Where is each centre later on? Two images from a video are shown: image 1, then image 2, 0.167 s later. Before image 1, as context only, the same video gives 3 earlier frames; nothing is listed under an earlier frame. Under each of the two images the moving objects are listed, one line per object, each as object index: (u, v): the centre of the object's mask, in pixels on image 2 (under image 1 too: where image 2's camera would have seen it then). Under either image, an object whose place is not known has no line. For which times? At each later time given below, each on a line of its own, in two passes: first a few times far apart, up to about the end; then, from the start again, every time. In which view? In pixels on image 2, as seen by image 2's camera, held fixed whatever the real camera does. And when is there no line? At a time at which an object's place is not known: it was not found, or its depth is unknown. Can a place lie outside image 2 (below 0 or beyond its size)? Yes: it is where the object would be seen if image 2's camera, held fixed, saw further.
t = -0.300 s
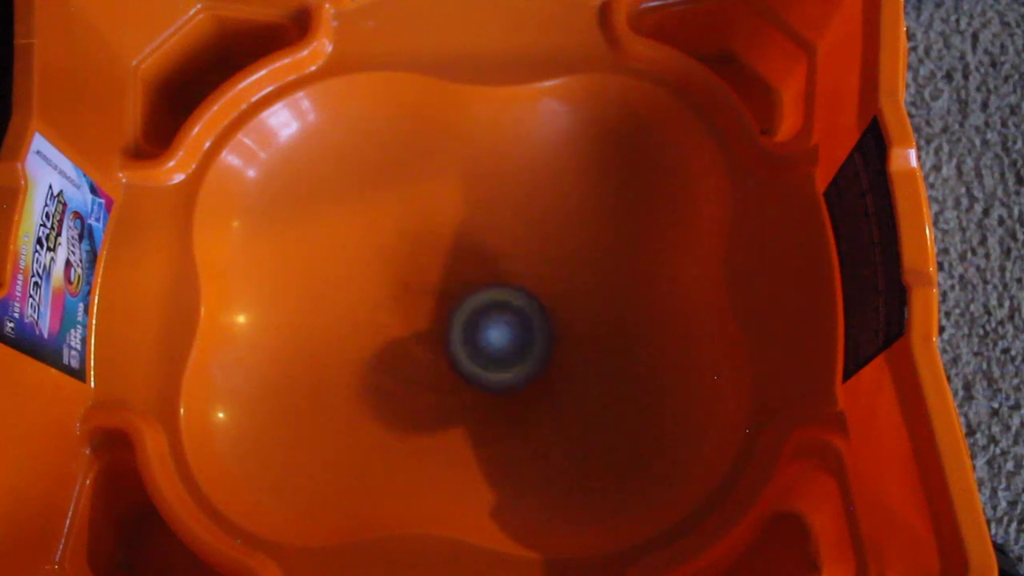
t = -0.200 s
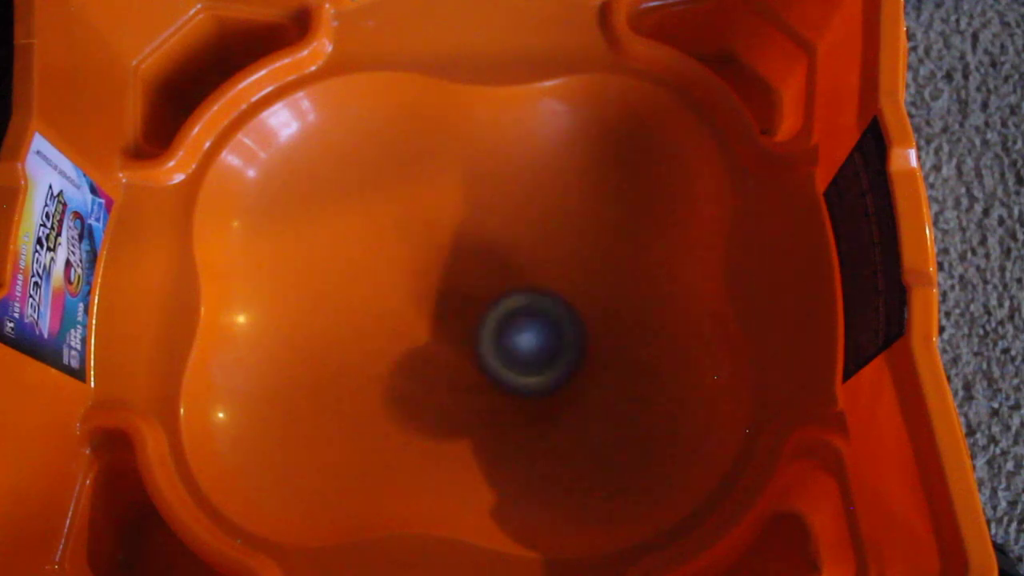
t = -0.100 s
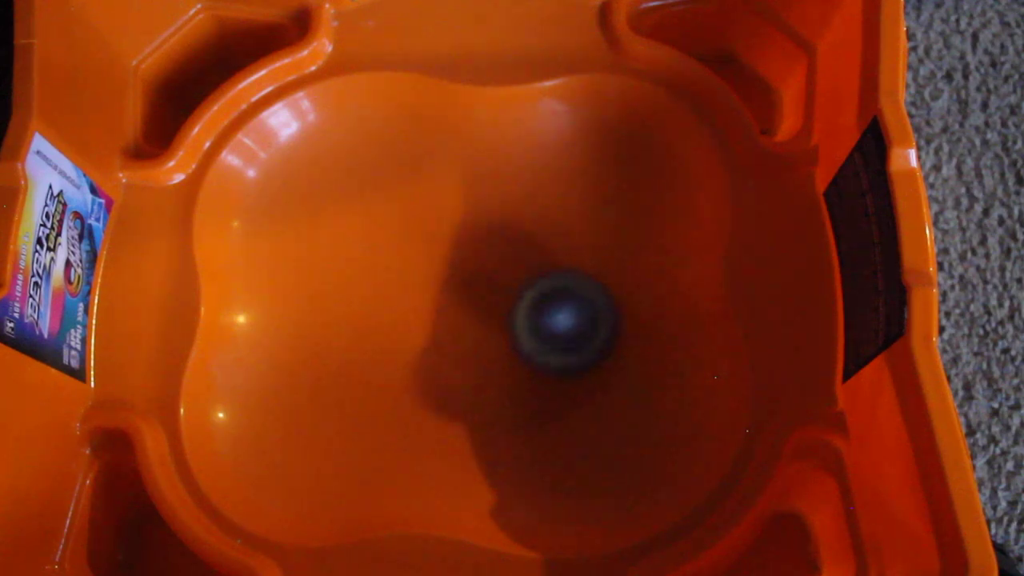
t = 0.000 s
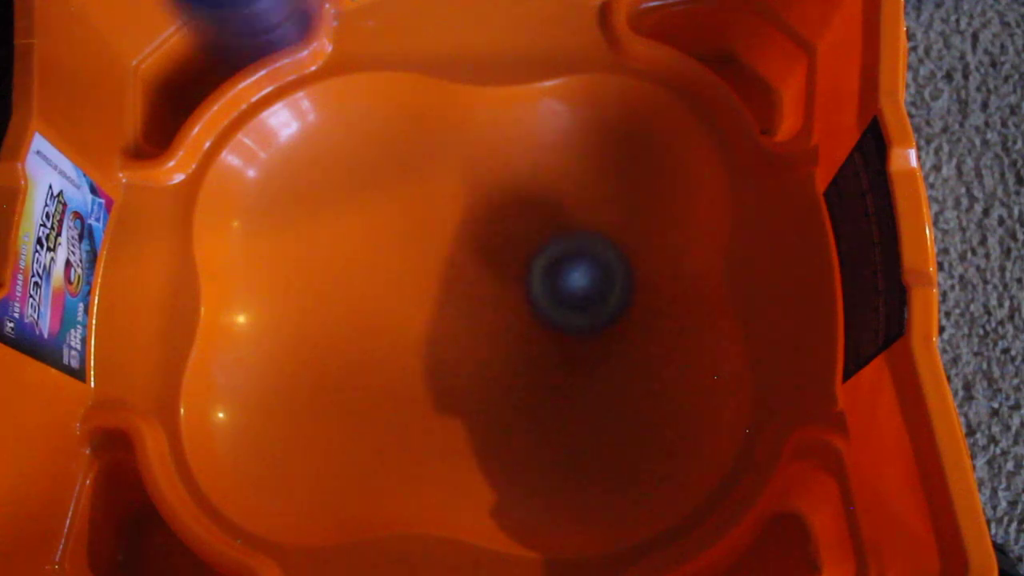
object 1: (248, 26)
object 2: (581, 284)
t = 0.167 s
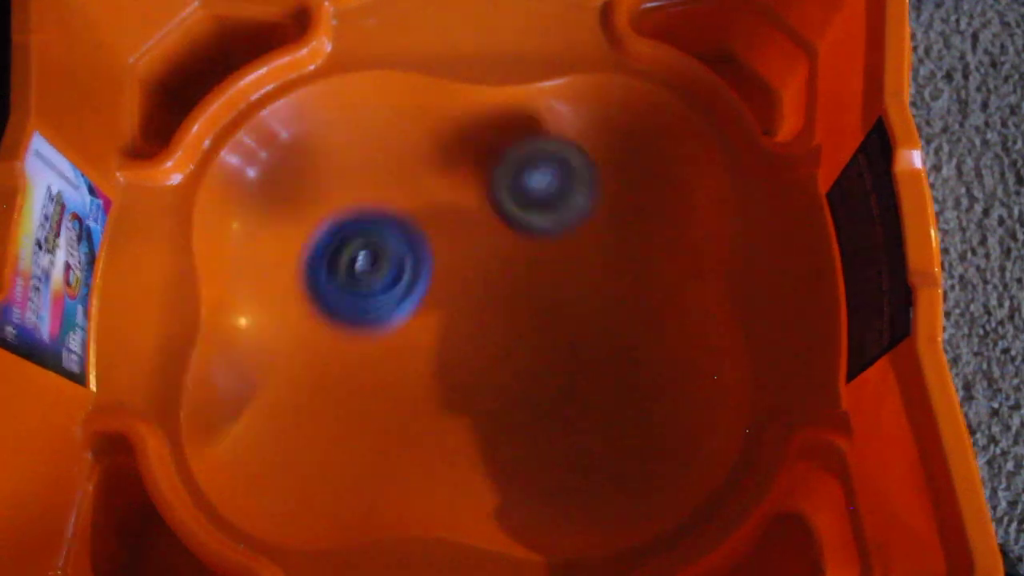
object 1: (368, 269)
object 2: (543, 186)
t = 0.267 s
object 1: (378, 379)
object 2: (500, 177)
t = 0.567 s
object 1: (547, 365)
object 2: (352, 374)
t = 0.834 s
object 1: (575, 199)
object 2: (396, 428)
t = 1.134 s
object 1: (308, 255)
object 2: (513, 271)
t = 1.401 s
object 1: (384, 497)
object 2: (447, 270)
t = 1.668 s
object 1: (671, 192)
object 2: (428, 381)
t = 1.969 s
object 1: (385, 235)
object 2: (606, 365)
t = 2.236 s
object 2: (553, 225)
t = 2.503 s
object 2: (341, 278)
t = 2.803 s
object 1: (483, 44)
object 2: (377, 482)
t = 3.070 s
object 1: (275, 160)
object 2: (531, 229)
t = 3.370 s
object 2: (547, 215)
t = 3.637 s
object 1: (651, 280)
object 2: (506, 391)
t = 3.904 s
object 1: (393, 127)
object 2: (570, 363)
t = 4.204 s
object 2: (504, 215)
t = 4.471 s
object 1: (698, 270)
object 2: (354, 288)
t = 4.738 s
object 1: (408, 149)
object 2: (409, 445)
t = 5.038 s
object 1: (304, 477)
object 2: (596, 327)
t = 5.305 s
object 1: (683, 340)
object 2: (524, 211)
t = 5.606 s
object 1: (478, 127)
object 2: (369, 316)
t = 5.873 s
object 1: (266, 338)
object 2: (431, 439)
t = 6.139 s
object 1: (502, 421)
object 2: (566, 320)
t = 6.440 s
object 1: (543, 410)
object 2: (597, 112)
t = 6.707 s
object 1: (300, 357)
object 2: (580, 423)
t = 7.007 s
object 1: (463, 435)
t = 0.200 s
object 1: (365, 295)
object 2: (531, 175)
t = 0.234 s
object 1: (369, 334)
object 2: (515, 173)
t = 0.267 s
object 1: (378, 379)
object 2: (500, 177)
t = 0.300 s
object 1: (391, 427)
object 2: (482, 188)
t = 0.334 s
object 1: (403, 439)
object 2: (464, 206)
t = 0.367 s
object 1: (415, 433)
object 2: (445, 229)
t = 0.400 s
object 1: (430, 428)
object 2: (427, 251)
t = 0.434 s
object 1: (447, 415)
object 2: (408, 277)
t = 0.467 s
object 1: (468, 397)
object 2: (393, 306)
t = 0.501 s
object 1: (490, 383)
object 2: (378, 331)
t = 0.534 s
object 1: (522, 375)
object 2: (364, 352)
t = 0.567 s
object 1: (547, 365)
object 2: (352, 374)
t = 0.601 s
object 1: (569, 353)
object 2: (347, 396)
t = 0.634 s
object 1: (587, 336)
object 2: (345, 419)
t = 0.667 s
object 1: (600, 318)
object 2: (349, 438)
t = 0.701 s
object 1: (605, 298)
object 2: (356, 453)
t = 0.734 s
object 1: (606, 275)
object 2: (364, 457)
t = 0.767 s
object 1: (602, 252)
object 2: (375, 457)
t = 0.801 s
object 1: (592, 226)
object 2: (383, 440)
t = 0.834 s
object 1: (575, 199)
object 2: (396, 428)
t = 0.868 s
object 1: (555, 175)
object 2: (413, 413)
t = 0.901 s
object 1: (532, 157)
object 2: (428, 387)
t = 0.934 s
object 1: (506, 148)
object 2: (445, 366)
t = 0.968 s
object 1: (480, 147)
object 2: (463, 344)
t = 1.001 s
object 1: (451, 155)
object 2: (478, 325)
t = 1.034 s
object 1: (420, 172)
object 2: (492, 308)
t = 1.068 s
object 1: (385, 195)
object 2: (503, 294)
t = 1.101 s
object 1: (345, 222)
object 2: (510, 281)
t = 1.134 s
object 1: (308, 255)
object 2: (513, 271)
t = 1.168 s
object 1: (278, 291)
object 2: (512, 261)
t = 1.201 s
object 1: (257, 332)
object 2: (508, 254)
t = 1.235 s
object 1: (245, 380)
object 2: (502, 250)
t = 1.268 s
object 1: (247, 431)
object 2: (494, 248)
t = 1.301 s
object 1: (266, 483)
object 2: (484, 250)
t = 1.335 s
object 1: (302, 505)
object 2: (473, 254)
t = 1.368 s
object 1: (341, 507)
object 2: (460, 261)
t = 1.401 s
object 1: (384, 497)
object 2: (447, 270)
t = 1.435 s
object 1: (427, 483)
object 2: (434, 278)
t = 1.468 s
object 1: (471, 459)
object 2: (426, 289)
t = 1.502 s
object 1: (520, 419)
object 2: (419, 302)
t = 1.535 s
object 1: (563, 378)
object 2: (414, 318)
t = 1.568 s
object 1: (605, 335)
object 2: (413, 335)
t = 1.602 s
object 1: (636, 285)
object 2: (414, 352)
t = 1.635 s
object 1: (656, 239)
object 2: (420, 368)
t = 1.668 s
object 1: (671, 192)
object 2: (428, 381)
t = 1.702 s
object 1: (668, 144)
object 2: (439, 392)
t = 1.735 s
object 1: (646, 101)
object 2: (454, 399)
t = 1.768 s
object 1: (617, 77)
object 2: (470, 404)
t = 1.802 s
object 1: (580, 67)
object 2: (492, 405)
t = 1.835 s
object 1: (545, 74)
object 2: (517, 404)
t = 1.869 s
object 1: (508, 99)
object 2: (545, 398)
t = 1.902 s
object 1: (473, 140)
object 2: (569, 390)
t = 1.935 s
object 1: (431, 189)
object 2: (590, 379)
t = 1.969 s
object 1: (385, 235)
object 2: (606, 365)
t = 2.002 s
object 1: (342, 283)
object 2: (617, 347)
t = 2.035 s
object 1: (306, 333)
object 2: (622, 328)
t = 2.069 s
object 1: (277, 387)
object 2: (621, 310)
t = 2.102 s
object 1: (256, 451)
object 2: (614, 292)
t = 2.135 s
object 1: (255, 493)
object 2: (601, 275)
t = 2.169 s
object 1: (270, 519)
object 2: (587, 258)
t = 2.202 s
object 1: (293, 535)
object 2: (570, 241)
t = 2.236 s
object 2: (553, 225)
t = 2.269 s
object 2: (530, 215)
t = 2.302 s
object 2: (507, 208)
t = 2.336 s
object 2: (481, 207)
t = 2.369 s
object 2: (455, 211)
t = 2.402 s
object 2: (427, 221)
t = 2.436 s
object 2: (396, 236)
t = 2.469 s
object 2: (367, 255)
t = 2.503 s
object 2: (341, 278)
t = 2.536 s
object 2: (321, 303)
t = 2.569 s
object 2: (307, 332)
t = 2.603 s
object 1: (664, 287)
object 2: (299, 365)
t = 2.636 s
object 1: (652, 228)
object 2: (299, 403)
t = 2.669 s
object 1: (631, 169)
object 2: (305, 440)
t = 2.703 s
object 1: (602, 114)
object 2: (320, 472)
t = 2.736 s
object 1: (559, 72)
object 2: (337, 490)
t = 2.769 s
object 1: (520, 52)
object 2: (356, 493)
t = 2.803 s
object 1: (483, 44)
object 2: (377, 482)
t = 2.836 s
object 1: (449, 39)
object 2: (399, 464)
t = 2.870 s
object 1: (420, 33)
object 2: (422, 435)
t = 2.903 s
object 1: (391, 29)
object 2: (446, 398)
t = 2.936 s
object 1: (361, 29)
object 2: (471, 360)
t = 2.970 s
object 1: (330, 40)
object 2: (490, 330)
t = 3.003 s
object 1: (305, 62)
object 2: (508, 295)
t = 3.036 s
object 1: (285, 103)
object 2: (521, 264)
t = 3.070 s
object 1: (275, 160)
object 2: (531, 229)
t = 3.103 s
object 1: (270, 226)
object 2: (537, 201)
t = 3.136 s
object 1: (275, 301)
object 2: (540, 175)
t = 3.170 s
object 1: (290, 377)
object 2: (541, 154)
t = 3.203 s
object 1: (313, 462)
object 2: (543, 143)
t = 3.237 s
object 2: (544, 140)
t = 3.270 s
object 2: (546, 147)
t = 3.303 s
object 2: (548, 163)
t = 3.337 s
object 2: (549, 187)
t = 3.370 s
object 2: (547, 215)
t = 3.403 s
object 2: (544, 240)
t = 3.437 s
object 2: (540, 270)
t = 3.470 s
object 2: (533, 294)
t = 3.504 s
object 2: (527, 318)
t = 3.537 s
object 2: (518, 342)
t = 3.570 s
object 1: (675, 398)
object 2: (513, 360)
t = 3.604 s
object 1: (667, 340)
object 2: (508, 378)
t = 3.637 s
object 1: (651, 280)
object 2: (506, 391)
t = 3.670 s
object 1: (628, 223)
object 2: (507, 401)
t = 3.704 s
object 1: (599, 170)
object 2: (510, 408)
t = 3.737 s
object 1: (562, 121)
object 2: (516, 410)
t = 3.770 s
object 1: (528, 97)
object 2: (526, 409)
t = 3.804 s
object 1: (491, 87)
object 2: (538, 402)
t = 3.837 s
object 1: (458, 88)
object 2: (551, 391)
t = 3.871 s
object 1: (427, 102)
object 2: (562, 379)
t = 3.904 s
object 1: (393, 127)
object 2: (570, 363)
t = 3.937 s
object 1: (341, 167)
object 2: (576, 346)
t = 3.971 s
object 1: (292, 208)
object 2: (578, 328)
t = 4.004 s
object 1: (254, 251)
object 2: (574, 310)
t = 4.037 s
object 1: (233, 295)
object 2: (567, 291)
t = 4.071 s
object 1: (224, 347)
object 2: (559, 271)
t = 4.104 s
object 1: (226, 406)
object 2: (548, 253)
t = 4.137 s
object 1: (255, 466)
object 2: (534, 236)
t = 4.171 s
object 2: (520, 224)
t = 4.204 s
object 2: (504, 215)
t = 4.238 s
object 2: (487, 212)
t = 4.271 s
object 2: (469, 213)
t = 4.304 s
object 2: (448, 220)
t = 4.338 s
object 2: (425, 228)
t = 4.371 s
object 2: (402, 240)
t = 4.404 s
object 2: (383, 252)
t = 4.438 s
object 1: (702, 305)
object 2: (365, 270)
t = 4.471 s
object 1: (698, 270)
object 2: (354, 288)
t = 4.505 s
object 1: (686, 238)
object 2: (347, 309)
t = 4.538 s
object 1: (668, 215)
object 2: (343, 332)
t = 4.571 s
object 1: (631, 180)
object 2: (345, 356)
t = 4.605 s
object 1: (593, 147)
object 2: (351, 383)
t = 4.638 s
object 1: (549, 123)
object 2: (361, 407)
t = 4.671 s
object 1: (498, 116)
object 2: (375, 427)
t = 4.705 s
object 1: (453, 126)
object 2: (391, 440)
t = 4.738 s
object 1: (408, 149)
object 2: (409, 445)
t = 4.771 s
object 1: (361, 173)
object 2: (432, 445)
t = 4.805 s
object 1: (311, 199)
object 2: (455, 435)
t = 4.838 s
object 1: (266, 229)
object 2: (480, 424)
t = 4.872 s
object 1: (237, 258)
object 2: (505, 409)
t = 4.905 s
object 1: (227, 289)
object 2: (533, 394)
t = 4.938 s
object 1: (226, 329)
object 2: (556, 379)
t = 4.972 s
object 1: (238, 376)
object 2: (575, 362)
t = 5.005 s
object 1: (261, 426)
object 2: (587, 344)
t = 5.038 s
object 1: (304, 477)
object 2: (596, 327)
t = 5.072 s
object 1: (351, 491)
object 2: (599, 308)
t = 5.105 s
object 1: (397, 490)
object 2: (597, 293)
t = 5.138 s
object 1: (451, 485)
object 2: (591, 278)
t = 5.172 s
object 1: (508, 475)
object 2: (580, 262)
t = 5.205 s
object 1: (559, 450)
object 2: (570, 245)
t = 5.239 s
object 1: (610, 419)
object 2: (556, 230)
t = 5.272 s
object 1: (655, 382)
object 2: (541, 219)
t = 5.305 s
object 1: (683, 340)
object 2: (524, 211)
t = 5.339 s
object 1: (686, 298)
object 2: (506, 210)
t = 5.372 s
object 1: (678, 263)
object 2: (488, 213)
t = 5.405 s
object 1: (668, 237)
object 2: (468, 219)
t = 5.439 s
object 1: (648, 213)
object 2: (447, 229)
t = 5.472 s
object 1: (619, 179)
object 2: (425, 241)
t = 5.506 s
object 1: (590, 151)
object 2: (406, 254)
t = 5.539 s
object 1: (555, 132)
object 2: (388, 273)
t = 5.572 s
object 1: (518, 123)
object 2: (376, 293)
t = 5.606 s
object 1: (478, 127)
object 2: (369, 316)
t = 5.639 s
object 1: (439, 142)
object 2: (364, 345)
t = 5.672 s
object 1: (395, 165)
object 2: (364, 371)
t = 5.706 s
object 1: (352, 188)
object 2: (368, 396)
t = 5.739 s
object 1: (315, 210)
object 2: (376, 420)
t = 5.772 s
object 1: (288, 236)
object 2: (387, 436)
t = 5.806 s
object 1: (272, 266)
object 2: (399, 444)
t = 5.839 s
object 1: (264, 301)
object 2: (413, 445)
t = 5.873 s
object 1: (266, 338)
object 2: (431, 439)
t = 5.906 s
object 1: (276, 385)
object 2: (452, 427)
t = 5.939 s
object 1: (294, 429)
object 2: (476, 413)
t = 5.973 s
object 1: (320, 464)
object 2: (501, 396)
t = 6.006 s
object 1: (351, 480)
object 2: (523, 382)
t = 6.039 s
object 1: (384, 478)
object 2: (540, 368)
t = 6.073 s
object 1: (420, 469)
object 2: (554, 352)
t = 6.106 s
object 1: (462, 447)
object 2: (563, 337)
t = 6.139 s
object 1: (502, 421)
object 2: (566, 320)
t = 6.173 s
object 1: (505, 425)
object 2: (589, 278)
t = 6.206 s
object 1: (499, 445)
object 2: (617, 227)
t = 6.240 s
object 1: (496, 456)
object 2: (638, 178)
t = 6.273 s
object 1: (499, 460)
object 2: (653, 127)
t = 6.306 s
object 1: (506, 457)
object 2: (650, 93)
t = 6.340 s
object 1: (516, 450)
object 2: (641, 75)
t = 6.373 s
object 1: (527, 438)
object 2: (631, 68)
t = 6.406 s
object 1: (537, 426)
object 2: (617, 81)
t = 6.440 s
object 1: (543, 410)
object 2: (597, 112)
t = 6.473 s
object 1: (545, 394)
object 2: (578, 156)
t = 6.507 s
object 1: (541, 379)
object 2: (564, 199)
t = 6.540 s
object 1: (531, 365)
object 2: (549, 241)
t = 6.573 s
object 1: (493, 346)
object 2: (548, 275)
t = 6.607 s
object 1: (444, 338)
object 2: (553, 317)
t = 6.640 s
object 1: (391, 339)
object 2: (564, 356)
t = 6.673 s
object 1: (344, 346)
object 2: (572, 387)
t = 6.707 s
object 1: (300, 357)
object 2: (580, 423)
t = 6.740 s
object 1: (260, 358)
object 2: (583, 452)
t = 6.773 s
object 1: (254, 373)
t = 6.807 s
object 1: (280, 396)
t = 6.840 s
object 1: (315, 433)
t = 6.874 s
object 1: (349, 462)
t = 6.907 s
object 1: (375, 463)
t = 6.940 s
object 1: (404, 466)
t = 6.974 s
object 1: (437, 453)
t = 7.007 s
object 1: (463, 435)
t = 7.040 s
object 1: (467, 429)
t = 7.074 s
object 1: (451, 425)
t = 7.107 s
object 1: (429, 420)
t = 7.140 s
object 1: (408, 411)
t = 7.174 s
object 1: (390, 403)
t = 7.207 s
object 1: (370, 392)
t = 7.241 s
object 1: (348, 384)
